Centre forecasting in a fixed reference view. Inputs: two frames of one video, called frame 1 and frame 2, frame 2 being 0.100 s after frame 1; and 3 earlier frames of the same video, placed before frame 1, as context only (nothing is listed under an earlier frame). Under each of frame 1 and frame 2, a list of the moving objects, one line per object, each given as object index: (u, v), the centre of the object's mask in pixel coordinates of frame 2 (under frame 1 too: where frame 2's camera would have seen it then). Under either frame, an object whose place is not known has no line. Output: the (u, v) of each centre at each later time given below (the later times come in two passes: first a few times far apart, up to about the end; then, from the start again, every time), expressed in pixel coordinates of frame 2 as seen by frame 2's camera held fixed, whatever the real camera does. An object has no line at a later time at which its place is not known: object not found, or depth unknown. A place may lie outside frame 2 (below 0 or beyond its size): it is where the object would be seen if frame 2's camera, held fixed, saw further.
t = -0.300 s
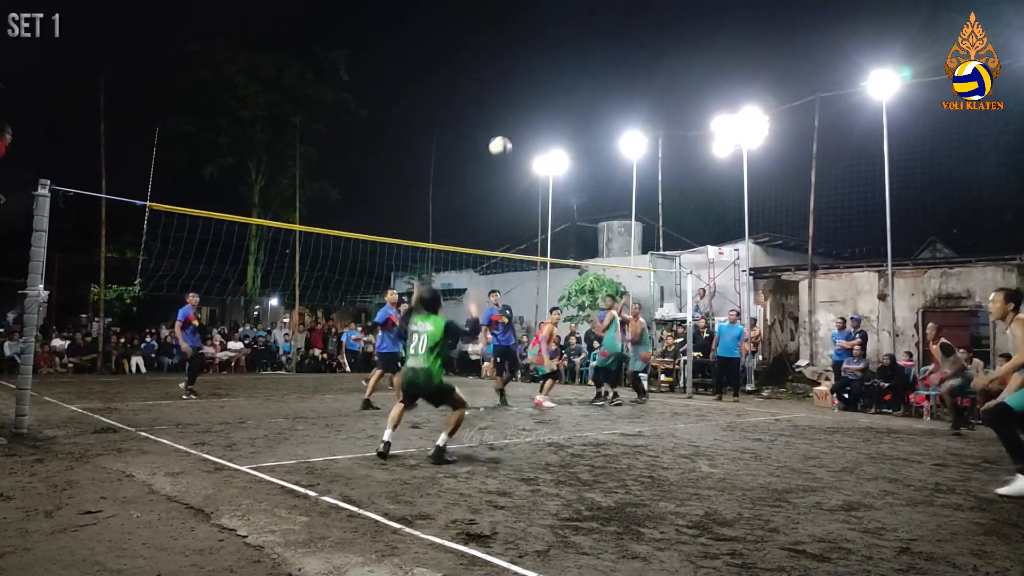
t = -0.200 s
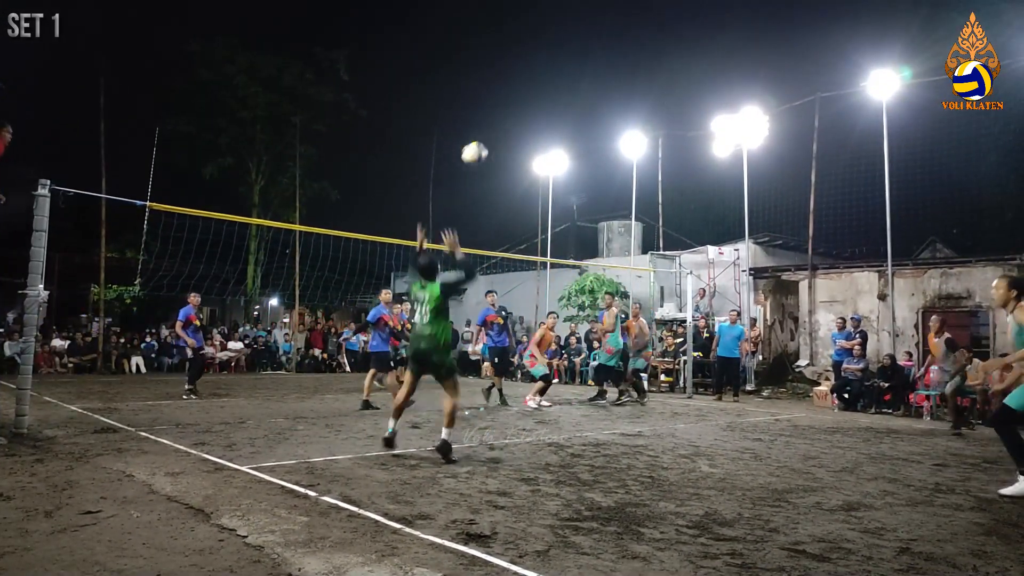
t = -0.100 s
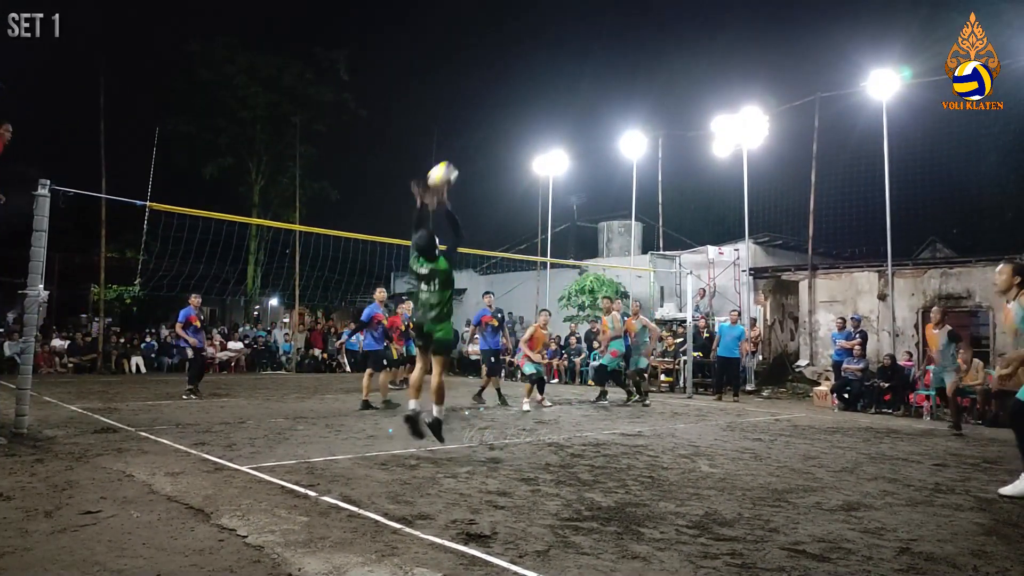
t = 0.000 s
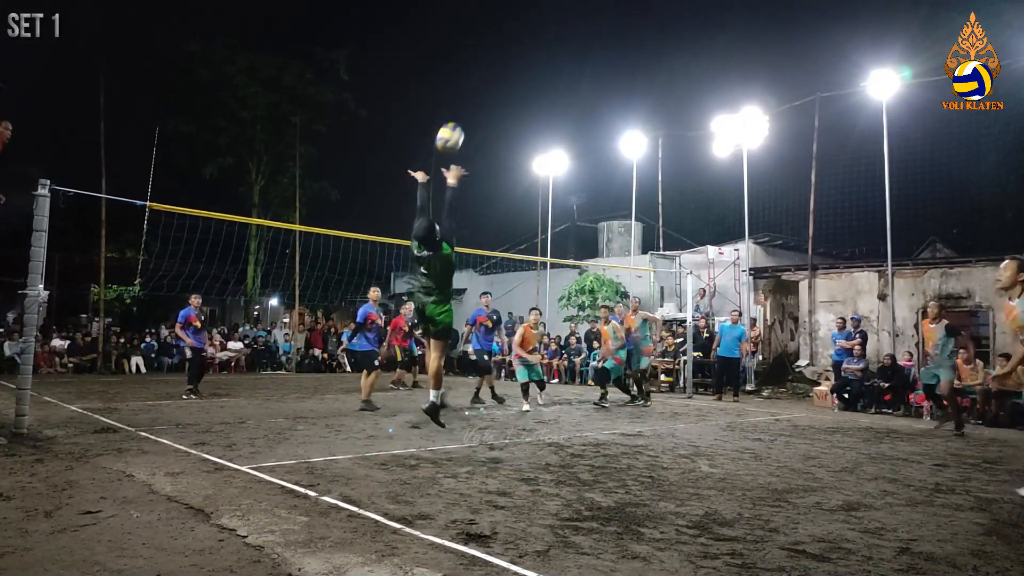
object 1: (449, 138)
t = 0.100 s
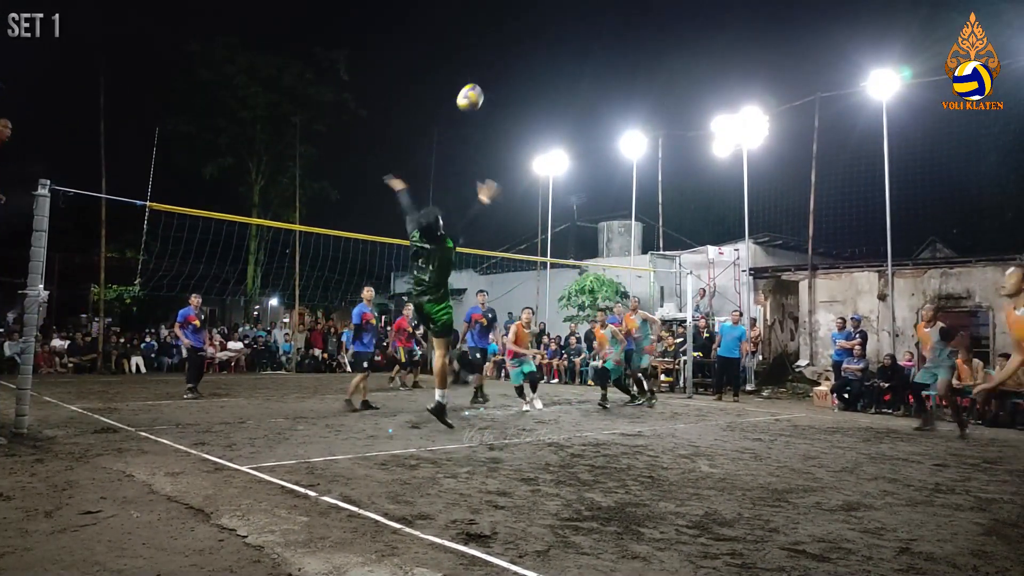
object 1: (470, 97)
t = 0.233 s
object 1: (493, 64)
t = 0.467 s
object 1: (527, 52)
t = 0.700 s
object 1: (553, 88)
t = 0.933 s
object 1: (577, 160)
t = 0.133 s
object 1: (476, 88)
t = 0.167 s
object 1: (482, 78)
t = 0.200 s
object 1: (488, 71)
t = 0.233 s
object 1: (493, 64)
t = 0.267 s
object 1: (499, 59)
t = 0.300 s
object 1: (503, 55)
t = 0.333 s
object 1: (509, 52)
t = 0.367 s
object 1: (513, 51)
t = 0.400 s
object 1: (518, 50)
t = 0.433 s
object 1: (523, 51)
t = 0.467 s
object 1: (527, 52)
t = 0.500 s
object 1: (531, 55)
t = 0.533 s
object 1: (535, 58)
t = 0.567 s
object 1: (539, 63)
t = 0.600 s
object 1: (543, 68)
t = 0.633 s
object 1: (547, 74)
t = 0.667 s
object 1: (550, 80)
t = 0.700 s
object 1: (553, 88)
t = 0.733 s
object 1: (557, 96)
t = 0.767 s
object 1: (560, 105)
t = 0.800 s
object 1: (563, 116)
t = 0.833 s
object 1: (566, 126)
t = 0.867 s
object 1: (569, 137)
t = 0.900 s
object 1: (573, 148)
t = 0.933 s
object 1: (577, 160)
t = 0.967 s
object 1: (577, 175)
